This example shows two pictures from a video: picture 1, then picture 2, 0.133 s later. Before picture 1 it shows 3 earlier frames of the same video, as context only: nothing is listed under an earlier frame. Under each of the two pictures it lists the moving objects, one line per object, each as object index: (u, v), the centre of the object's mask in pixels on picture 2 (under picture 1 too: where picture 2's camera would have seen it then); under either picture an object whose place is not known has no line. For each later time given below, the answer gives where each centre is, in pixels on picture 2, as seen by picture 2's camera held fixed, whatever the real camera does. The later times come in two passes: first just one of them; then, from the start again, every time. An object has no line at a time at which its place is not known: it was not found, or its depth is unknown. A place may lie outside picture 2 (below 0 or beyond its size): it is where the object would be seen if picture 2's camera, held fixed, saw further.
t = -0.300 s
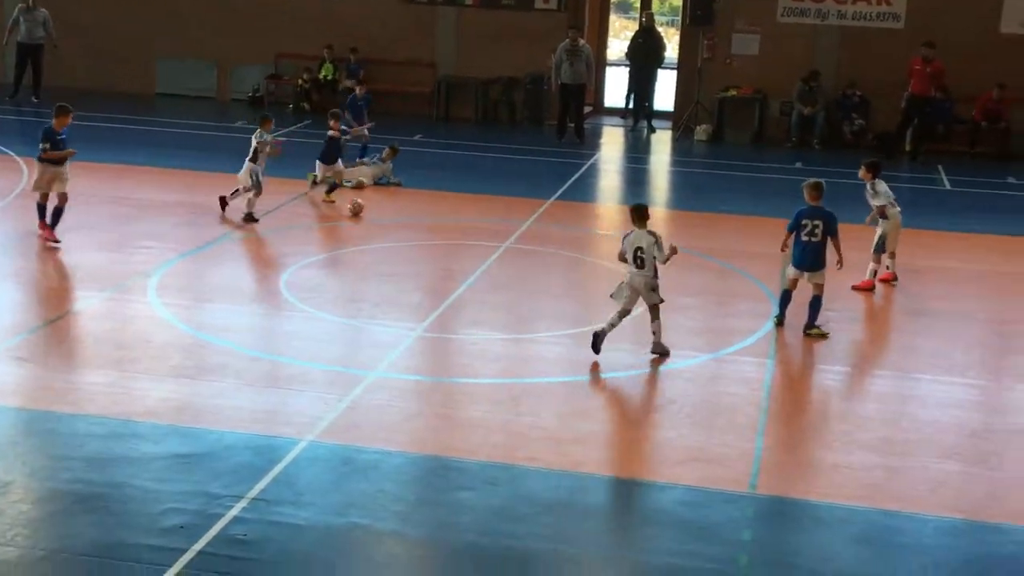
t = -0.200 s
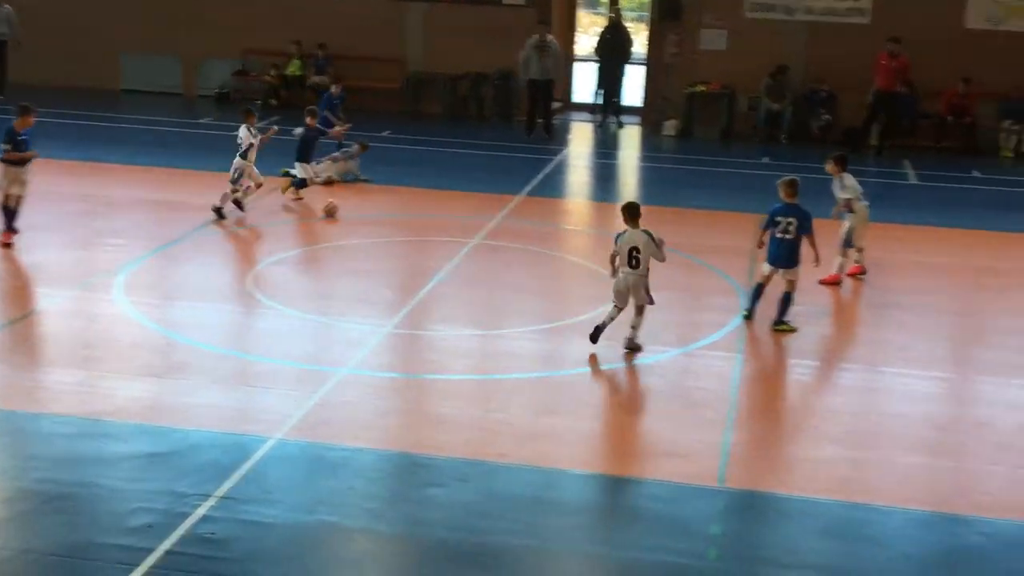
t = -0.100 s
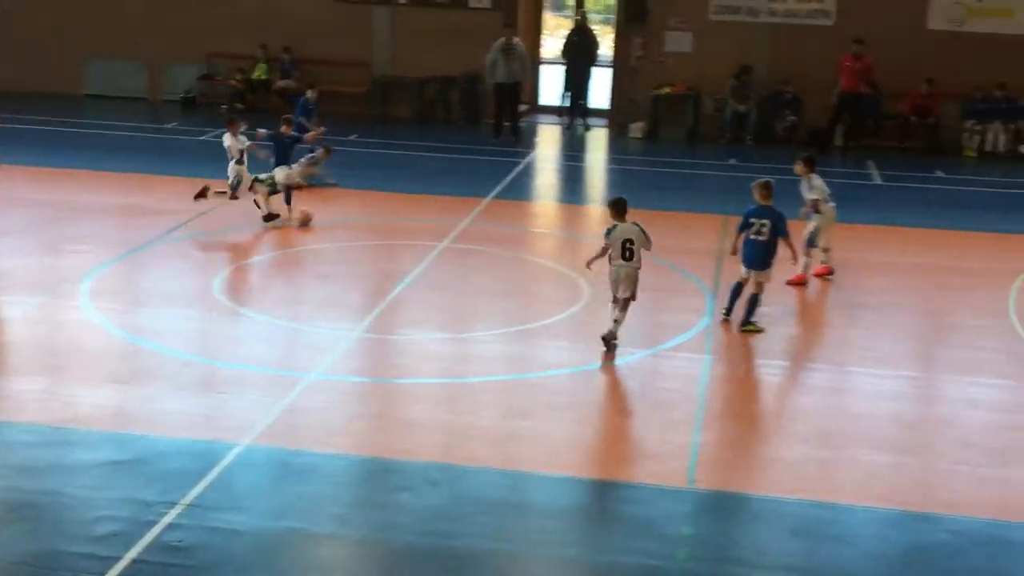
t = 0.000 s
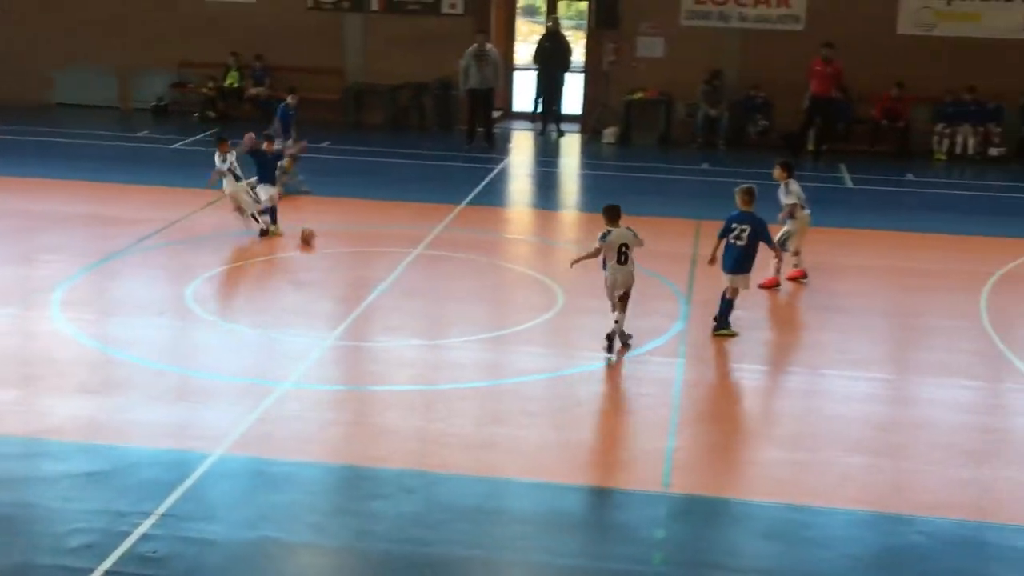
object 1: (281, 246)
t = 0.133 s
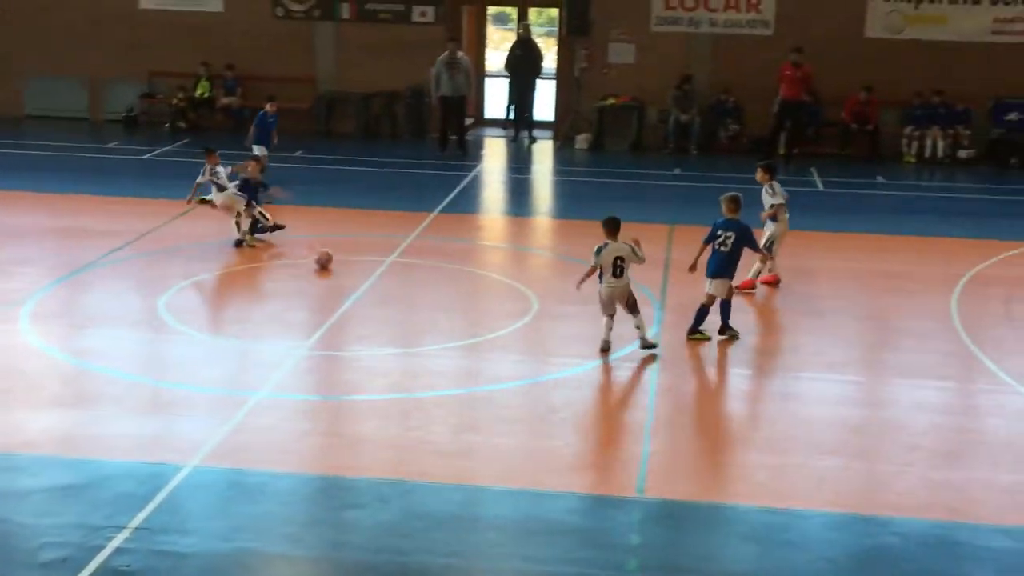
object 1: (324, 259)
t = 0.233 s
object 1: (355, 271)
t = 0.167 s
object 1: (334, 263)
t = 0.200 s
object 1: (343, 266)
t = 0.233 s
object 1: (355, 271)
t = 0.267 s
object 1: (365, 274)
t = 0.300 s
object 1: (375, 277)
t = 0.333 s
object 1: (386, 280)
